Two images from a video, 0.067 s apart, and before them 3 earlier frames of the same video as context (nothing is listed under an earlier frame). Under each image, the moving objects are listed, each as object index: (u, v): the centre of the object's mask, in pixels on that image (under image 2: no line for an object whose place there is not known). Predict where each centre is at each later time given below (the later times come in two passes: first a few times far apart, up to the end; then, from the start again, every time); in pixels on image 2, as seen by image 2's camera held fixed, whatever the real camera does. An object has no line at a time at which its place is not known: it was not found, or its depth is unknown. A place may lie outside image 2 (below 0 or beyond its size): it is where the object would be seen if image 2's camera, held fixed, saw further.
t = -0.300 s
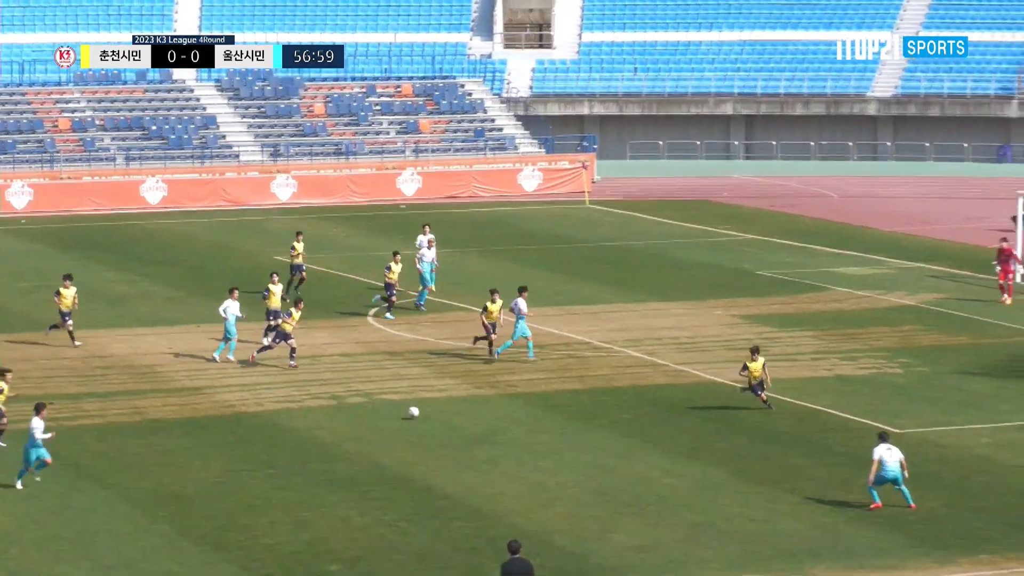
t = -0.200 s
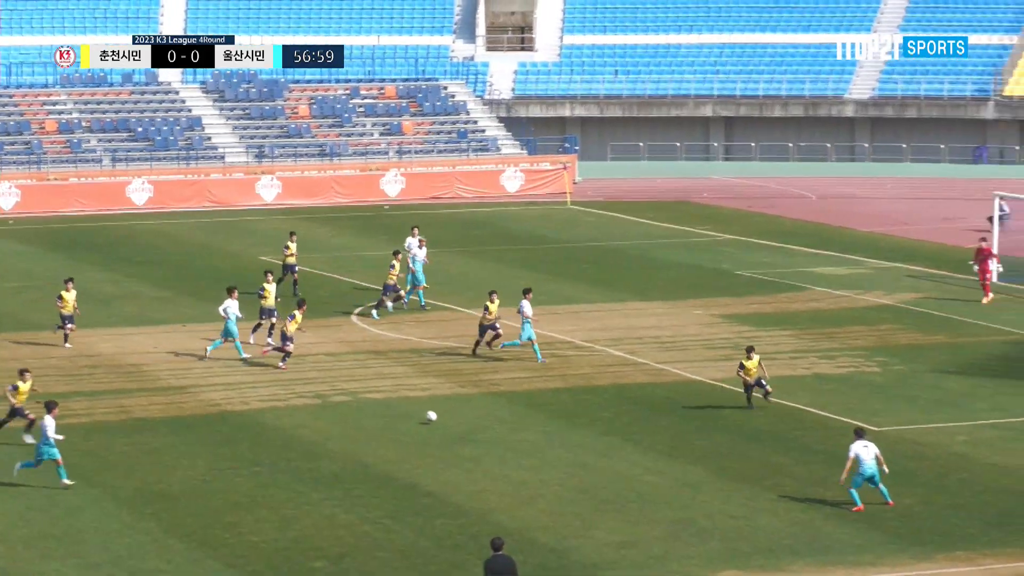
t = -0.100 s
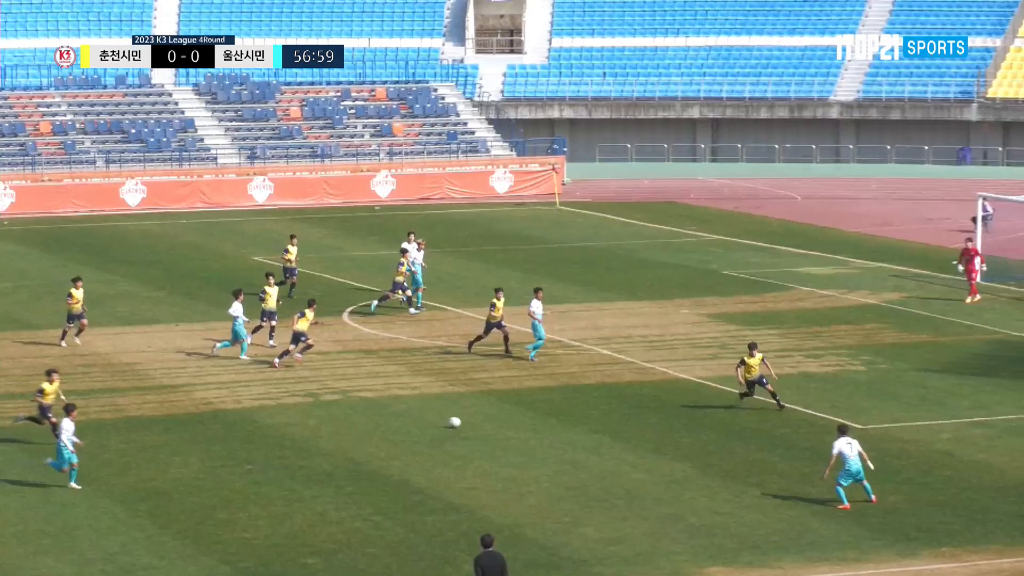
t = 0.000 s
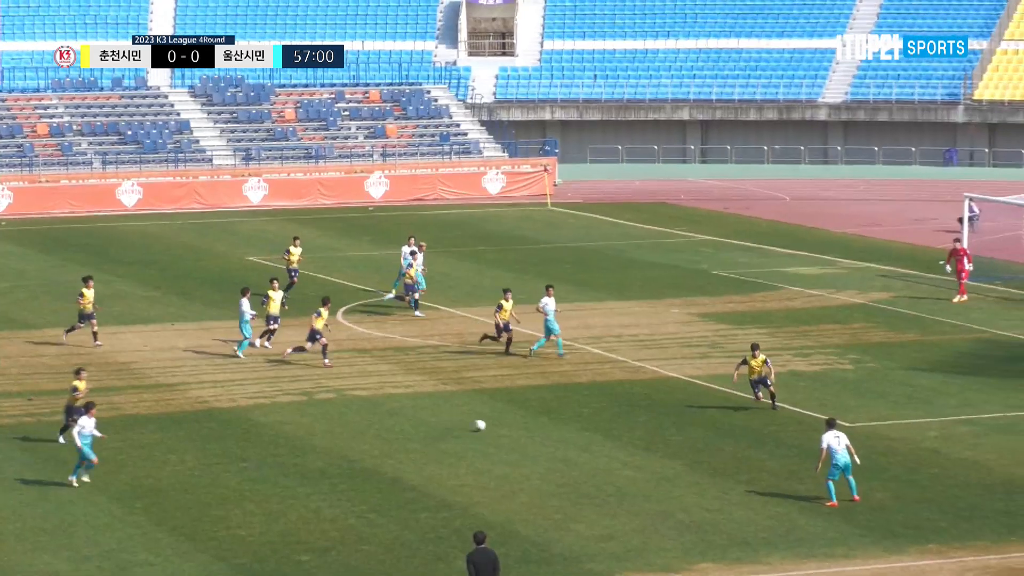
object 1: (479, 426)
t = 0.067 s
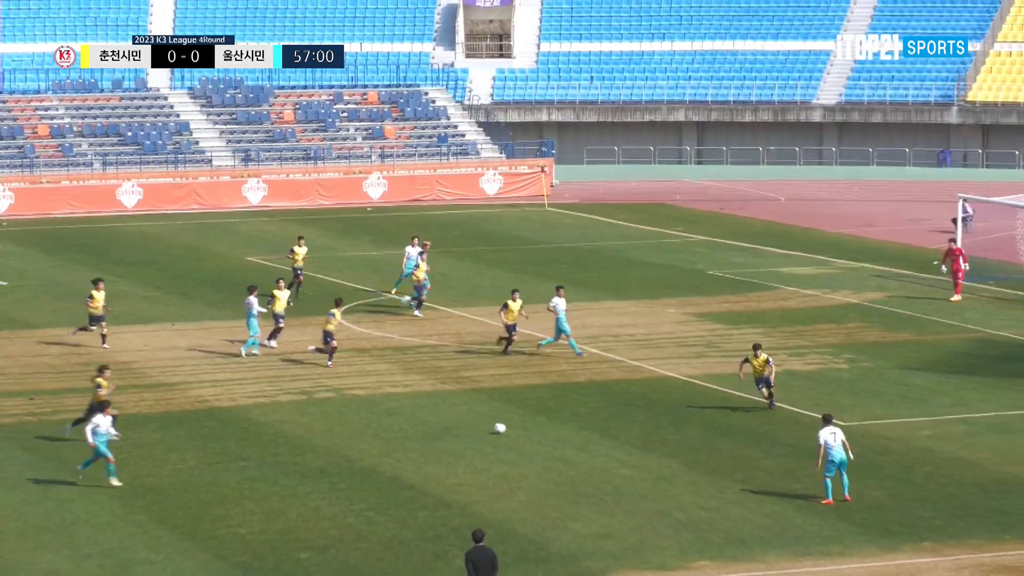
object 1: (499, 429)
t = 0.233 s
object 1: (552, 437)
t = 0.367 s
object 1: (596, 443)
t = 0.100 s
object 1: (509, 430)
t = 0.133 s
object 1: (520, 432)
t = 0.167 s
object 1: (531, 434)
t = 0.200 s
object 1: (542, 436)
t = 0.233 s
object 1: (552, 437)
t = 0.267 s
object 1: (564, 439)
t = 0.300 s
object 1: (574, 441)
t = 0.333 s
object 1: (585, 443)
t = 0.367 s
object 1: (596, 443)
